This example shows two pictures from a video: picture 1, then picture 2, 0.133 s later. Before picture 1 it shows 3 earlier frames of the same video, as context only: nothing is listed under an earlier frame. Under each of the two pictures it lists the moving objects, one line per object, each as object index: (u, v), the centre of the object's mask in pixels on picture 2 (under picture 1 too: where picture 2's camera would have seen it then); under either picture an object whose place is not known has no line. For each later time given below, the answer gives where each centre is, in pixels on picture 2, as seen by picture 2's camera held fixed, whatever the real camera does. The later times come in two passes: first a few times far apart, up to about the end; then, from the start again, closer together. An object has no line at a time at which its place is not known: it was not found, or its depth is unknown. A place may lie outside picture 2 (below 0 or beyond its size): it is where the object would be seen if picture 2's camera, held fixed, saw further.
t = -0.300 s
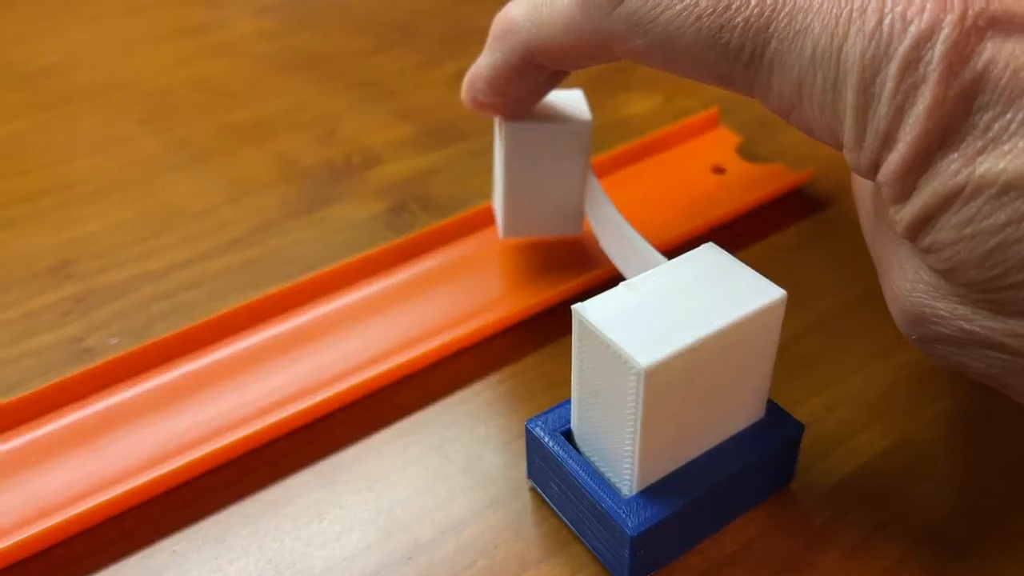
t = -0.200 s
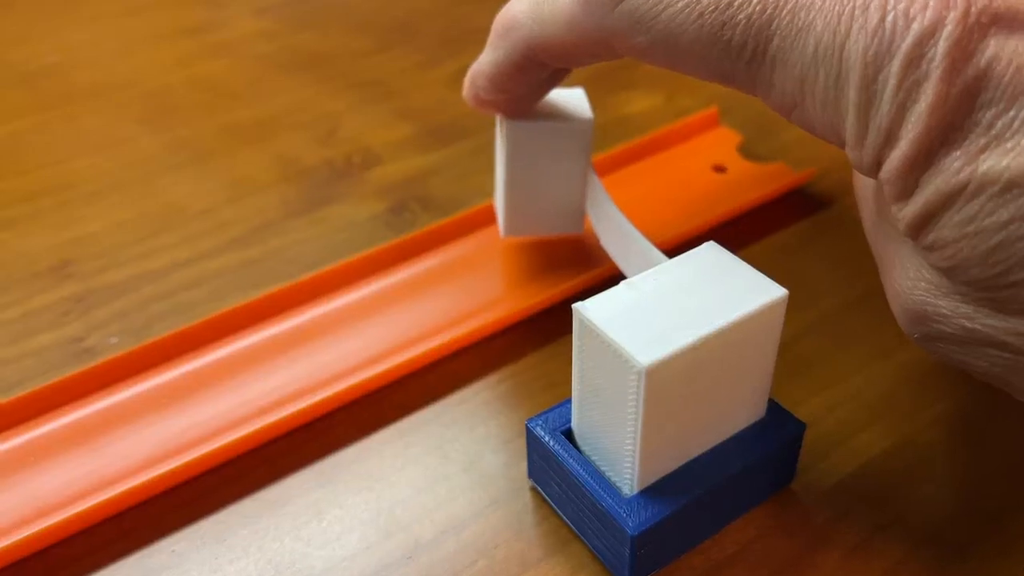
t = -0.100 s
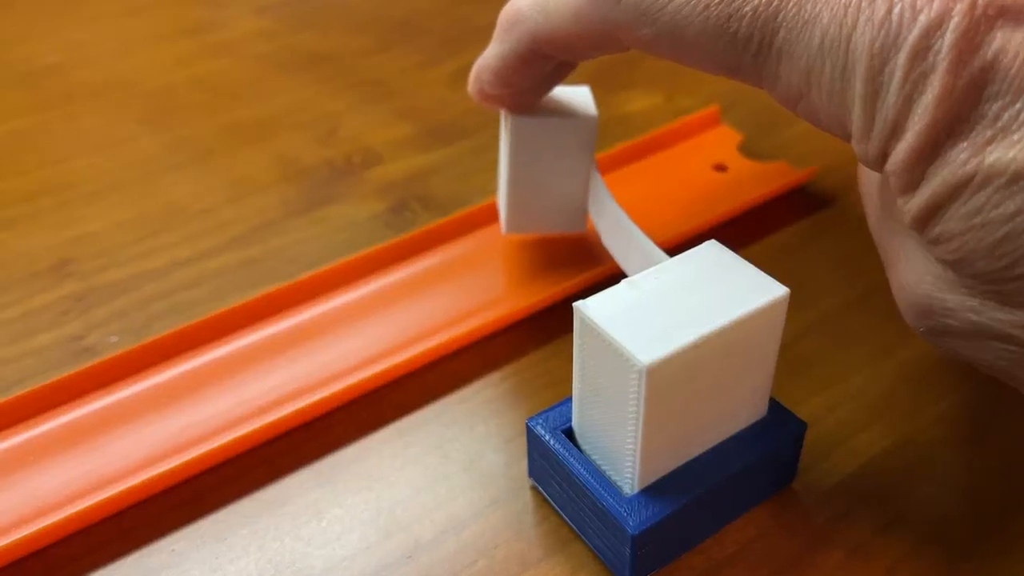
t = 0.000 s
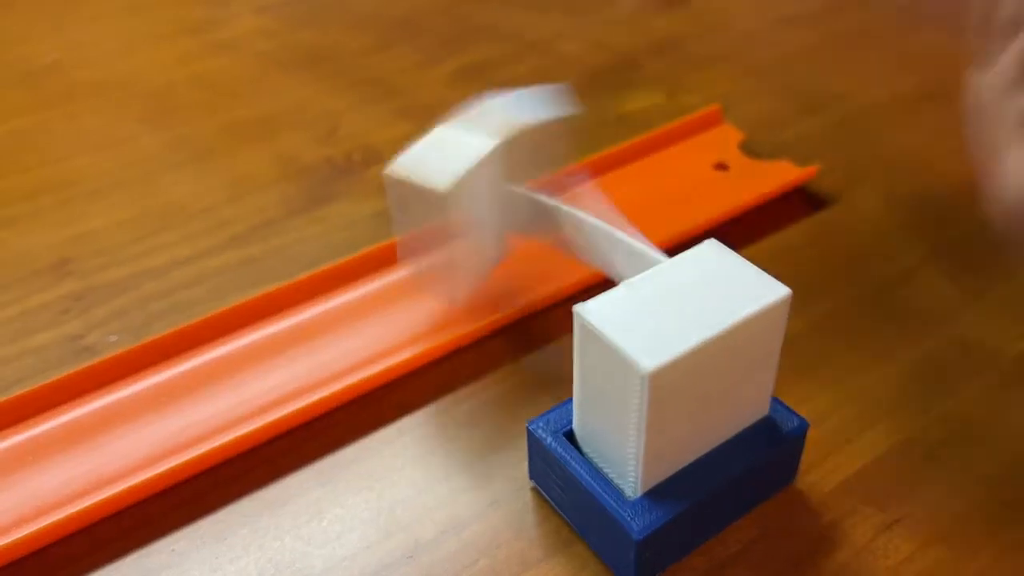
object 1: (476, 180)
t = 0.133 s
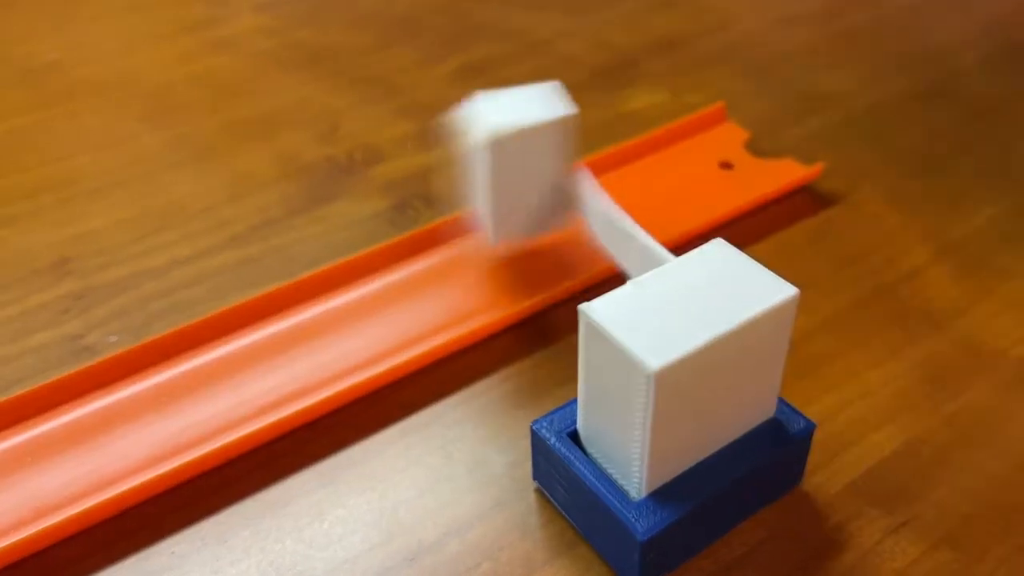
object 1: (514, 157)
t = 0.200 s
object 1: (500, 160)
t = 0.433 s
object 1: (476, 180)
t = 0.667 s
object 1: (494, 171)
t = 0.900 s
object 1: (482, 179)
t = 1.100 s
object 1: (490, 175)
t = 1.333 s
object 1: (485, 178)
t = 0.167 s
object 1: (509, 158)
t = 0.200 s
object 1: (500, 160)
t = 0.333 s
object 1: (473, 182)
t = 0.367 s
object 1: (472, 185)
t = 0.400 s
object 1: (473, 183)
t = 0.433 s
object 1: (476, 180)
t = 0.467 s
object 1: (478, 176)
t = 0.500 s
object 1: (483, 172)
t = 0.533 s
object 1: (492, 171)
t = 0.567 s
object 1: (498, 170)
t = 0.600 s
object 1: (497, 170)
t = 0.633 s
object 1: (496, 171)
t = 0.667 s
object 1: (494, 171)
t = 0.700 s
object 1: (492, 172)
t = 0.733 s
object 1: (490, 173)
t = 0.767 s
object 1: (483, 175)
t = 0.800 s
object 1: (482, 177)
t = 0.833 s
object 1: (481, 179)
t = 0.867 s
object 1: (481, 179)
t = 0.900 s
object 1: (482, 179)
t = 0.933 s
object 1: (482, 178)
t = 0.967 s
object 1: (483, 177)
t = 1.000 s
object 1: (485, 175)
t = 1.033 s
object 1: (487, 175)
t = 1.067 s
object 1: (489, 174)
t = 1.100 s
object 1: (490, 175)
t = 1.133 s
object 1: (490, 175)
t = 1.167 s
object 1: (489, 175)
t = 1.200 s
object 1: (489, 175)
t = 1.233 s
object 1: (487, 176)
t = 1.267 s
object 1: (487, 177)
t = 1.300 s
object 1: (486, 177)
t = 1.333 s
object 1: (485, 178)
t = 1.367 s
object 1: (485, 178)
